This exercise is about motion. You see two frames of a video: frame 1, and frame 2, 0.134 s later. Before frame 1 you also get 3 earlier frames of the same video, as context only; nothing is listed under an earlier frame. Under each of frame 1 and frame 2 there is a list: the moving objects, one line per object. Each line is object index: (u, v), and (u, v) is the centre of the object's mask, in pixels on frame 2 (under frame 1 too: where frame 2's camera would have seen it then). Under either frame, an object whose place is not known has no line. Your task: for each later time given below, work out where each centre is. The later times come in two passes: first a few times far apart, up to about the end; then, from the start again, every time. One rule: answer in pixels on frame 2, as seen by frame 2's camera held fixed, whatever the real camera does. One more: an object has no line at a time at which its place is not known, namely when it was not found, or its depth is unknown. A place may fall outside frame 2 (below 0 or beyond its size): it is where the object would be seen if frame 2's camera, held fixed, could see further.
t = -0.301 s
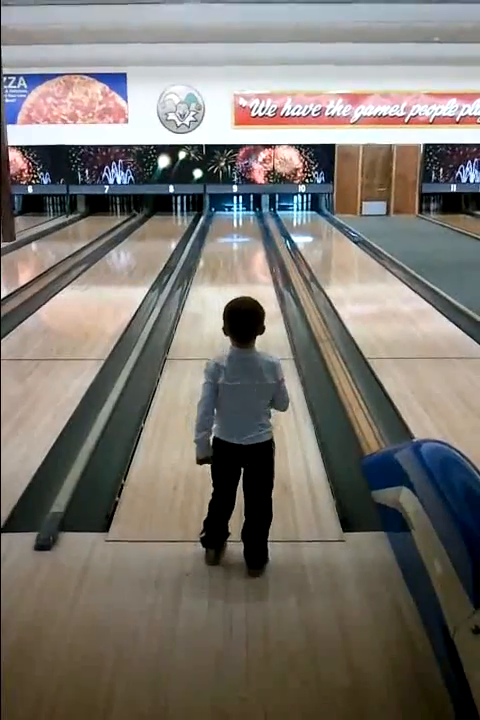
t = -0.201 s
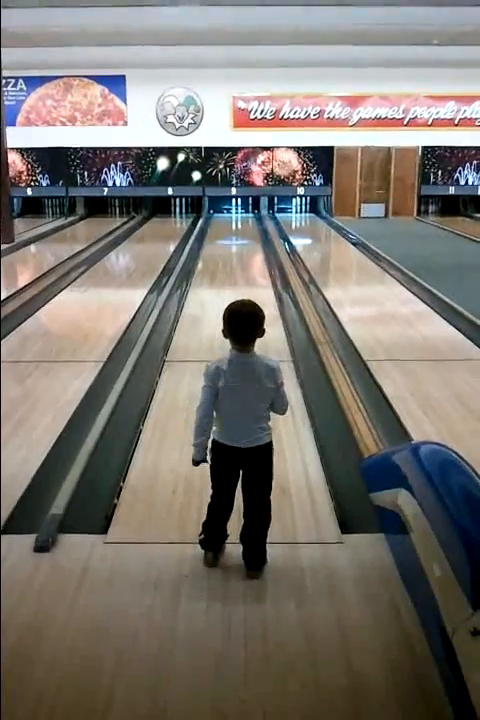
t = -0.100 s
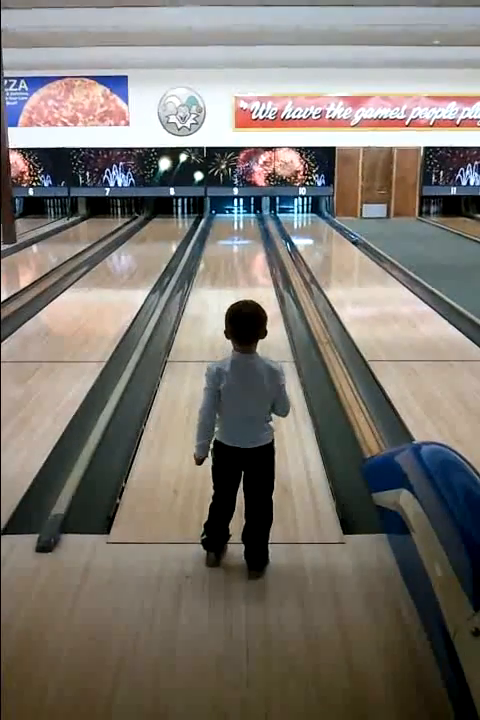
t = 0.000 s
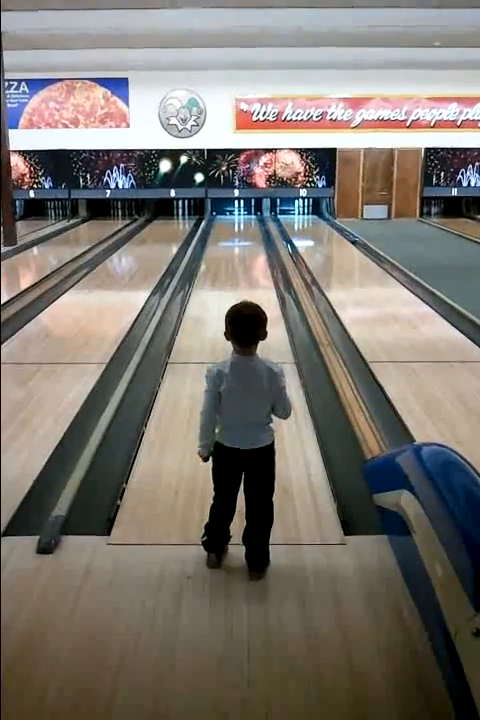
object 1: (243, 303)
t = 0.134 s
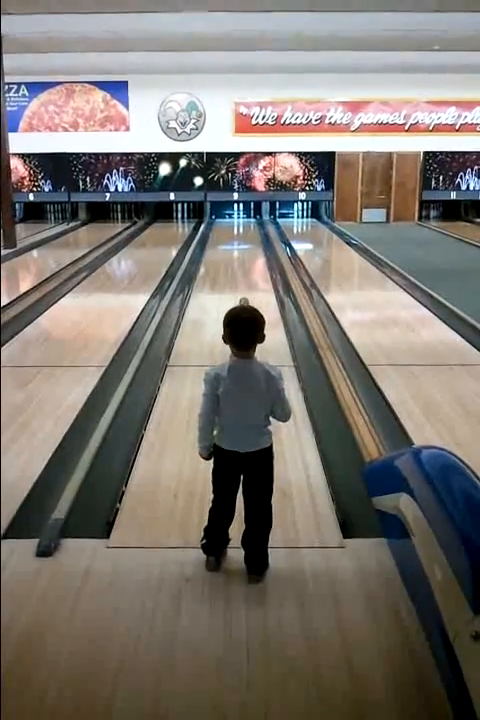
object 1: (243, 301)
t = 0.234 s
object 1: (244, 298)
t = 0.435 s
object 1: (243, 291)
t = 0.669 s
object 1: (243, 283)
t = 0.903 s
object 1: (243, 276)
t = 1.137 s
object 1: (243, 271)
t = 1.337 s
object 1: (243, 266)
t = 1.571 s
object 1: (243, 261)
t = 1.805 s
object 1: (243, 257)
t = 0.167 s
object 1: (243, 300)
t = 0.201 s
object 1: (243, 299)
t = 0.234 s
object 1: (244, 298)
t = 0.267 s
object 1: (244, 297)
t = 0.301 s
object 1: (244, 296)
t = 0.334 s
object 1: (243, 294)
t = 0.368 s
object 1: (243, 293)
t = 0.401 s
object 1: (243, 292)
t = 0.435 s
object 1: (243, 291)
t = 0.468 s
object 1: (243, 290)
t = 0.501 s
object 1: (243, 289)
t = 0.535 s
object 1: (243, 288)
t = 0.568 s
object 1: (243, 287)
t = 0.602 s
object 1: (243, 286)
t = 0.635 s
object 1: (243, 284)
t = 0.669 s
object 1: (243, 283)
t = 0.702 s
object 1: (243, 282)
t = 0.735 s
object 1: (243, 281)
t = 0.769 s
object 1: (243, 281)
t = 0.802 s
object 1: (243, 280)
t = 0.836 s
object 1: (243, 279)
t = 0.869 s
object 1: (243, 278)
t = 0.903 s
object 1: (243, 276)
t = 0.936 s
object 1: (243, 276)
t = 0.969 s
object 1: (243, 275)
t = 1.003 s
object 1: (243, 274)
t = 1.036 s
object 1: (243, 274)
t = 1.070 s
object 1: (243, 272)
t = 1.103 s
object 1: (243, 272)
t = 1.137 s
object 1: (243, 271)
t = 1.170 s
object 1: (243, 270)
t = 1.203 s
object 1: (243, 269)
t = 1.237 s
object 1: (243, 268)
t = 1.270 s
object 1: (243, 268)
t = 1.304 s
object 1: (243, 267)
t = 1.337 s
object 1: (243, 266)
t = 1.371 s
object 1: (243, 266)
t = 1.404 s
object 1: (243, 265)
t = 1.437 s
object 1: (243, 264)
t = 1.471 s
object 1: (243, 263)
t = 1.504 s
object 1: (243, 262)
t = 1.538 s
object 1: (243, 262)
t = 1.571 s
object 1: (243, 261)
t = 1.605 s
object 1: (243, 260)
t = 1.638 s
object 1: (243, 259)
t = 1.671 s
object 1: (243, 259)
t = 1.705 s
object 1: (243, 259)
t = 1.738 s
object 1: (243, 258)
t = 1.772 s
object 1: (243, 257)
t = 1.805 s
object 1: (243, 257)
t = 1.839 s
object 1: (243, 256)
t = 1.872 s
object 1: (243, 255)
